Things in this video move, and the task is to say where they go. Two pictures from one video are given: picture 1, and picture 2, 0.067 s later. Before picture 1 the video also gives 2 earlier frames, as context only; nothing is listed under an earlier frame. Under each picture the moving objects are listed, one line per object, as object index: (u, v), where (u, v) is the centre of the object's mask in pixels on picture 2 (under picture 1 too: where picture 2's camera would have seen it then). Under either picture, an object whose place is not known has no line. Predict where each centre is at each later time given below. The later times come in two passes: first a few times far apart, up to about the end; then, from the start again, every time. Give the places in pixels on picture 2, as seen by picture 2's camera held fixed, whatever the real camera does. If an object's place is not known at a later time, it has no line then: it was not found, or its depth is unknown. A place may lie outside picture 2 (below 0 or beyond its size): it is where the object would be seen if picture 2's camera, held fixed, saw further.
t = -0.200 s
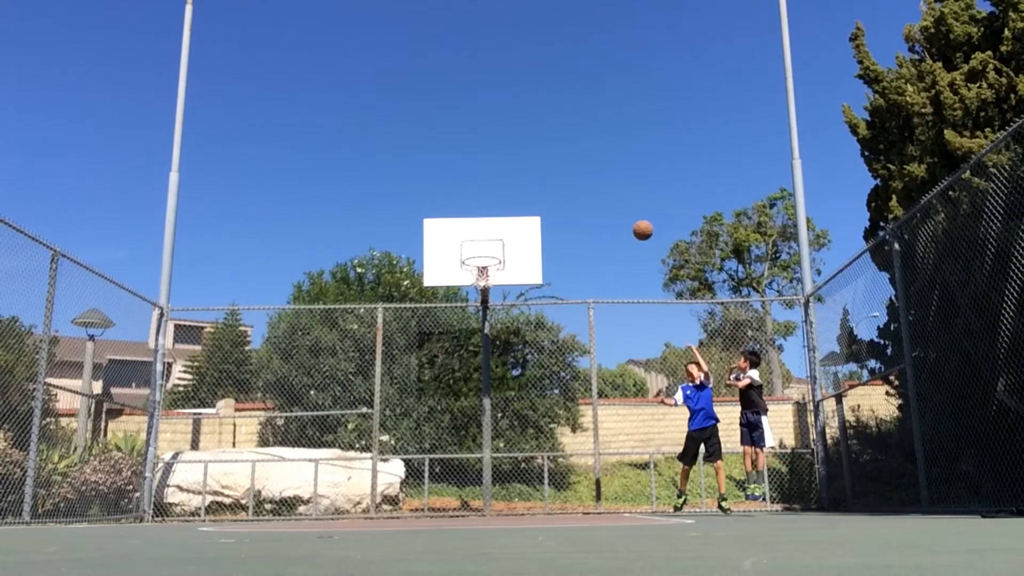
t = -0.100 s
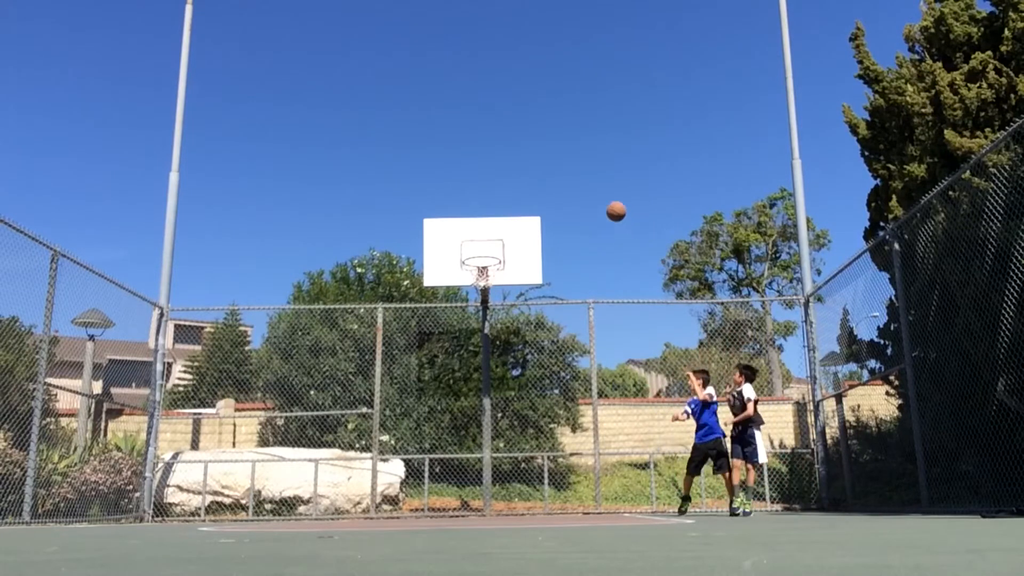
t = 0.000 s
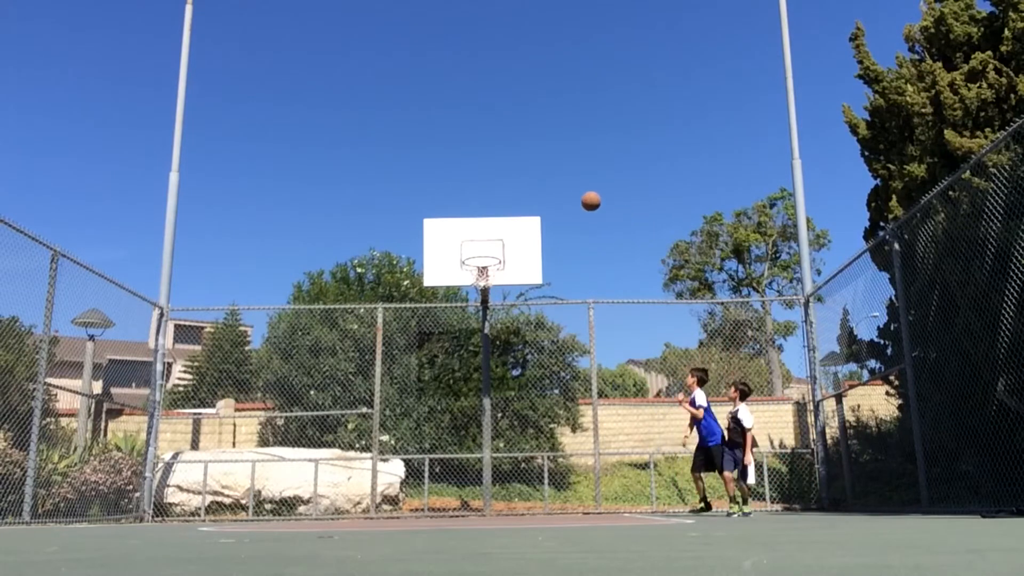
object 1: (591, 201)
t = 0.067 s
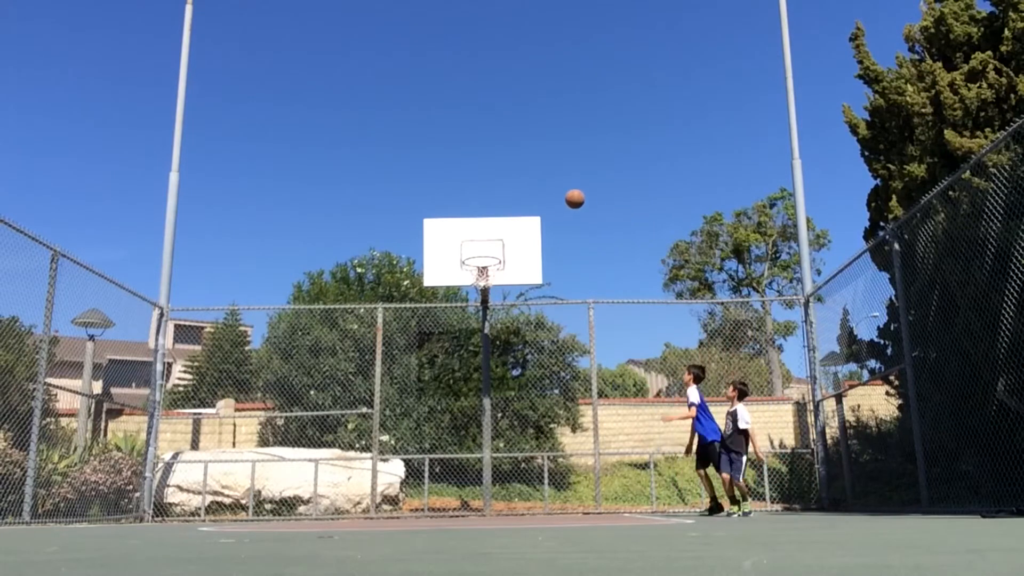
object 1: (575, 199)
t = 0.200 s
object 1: (544, 204)
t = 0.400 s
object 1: (500, 236)
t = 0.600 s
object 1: (482, 221)
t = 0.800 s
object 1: (473, 210)
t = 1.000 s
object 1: (463, 229)
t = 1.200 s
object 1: (453, 281)
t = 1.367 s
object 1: (445, 348)
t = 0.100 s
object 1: (567, 199)
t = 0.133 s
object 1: (559, 200)
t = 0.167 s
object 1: (551, 201)
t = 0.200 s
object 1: (544, 204)
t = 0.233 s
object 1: (536, 207)
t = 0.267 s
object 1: (529, 211)
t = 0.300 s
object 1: (521, 216)
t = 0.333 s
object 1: (514, 222)
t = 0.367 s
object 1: (507, 229)
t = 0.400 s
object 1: (500, 236)
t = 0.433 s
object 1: (493, 244)
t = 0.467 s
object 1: (488, 246)
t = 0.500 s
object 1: (487, 239)
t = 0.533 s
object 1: (485, 232)
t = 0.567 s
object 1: (484, 227)
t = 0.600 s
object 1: (482, 221)
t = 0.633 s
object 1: (480, 217)
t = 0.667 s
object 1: (479, 214)
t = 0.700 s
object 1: (477, 212)
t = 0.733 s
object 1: (476, 210)
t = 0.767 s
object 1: (474, 210)
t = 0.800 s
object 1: (473, 210)
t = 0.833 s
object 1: (471, 211)
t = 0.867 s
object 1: (470, 213)
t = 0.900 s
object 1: (468, 215)
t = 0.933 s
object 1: (467, 219)
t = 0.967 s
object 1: (465, 224)
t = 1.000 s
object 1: (463, 229)
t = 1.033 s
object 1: (462, 236)
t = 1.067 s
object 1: (460, 243)
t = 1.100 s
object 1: (458, 251)
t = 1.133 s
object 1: (457, 260)
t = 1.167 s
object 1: (455, 269)
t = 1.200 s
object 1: (453, 281)
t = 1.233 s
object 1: (452, 292)
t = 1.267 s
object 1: (451, 304)
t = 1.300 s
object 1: (449, 318)
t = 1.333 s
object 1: (447, 332)
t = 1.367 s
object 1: (445, 348)
